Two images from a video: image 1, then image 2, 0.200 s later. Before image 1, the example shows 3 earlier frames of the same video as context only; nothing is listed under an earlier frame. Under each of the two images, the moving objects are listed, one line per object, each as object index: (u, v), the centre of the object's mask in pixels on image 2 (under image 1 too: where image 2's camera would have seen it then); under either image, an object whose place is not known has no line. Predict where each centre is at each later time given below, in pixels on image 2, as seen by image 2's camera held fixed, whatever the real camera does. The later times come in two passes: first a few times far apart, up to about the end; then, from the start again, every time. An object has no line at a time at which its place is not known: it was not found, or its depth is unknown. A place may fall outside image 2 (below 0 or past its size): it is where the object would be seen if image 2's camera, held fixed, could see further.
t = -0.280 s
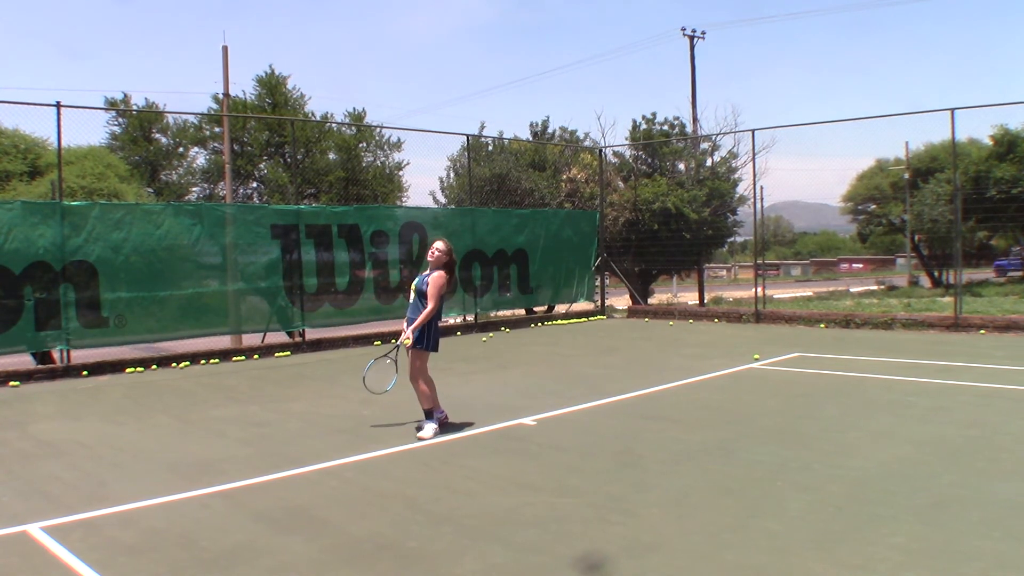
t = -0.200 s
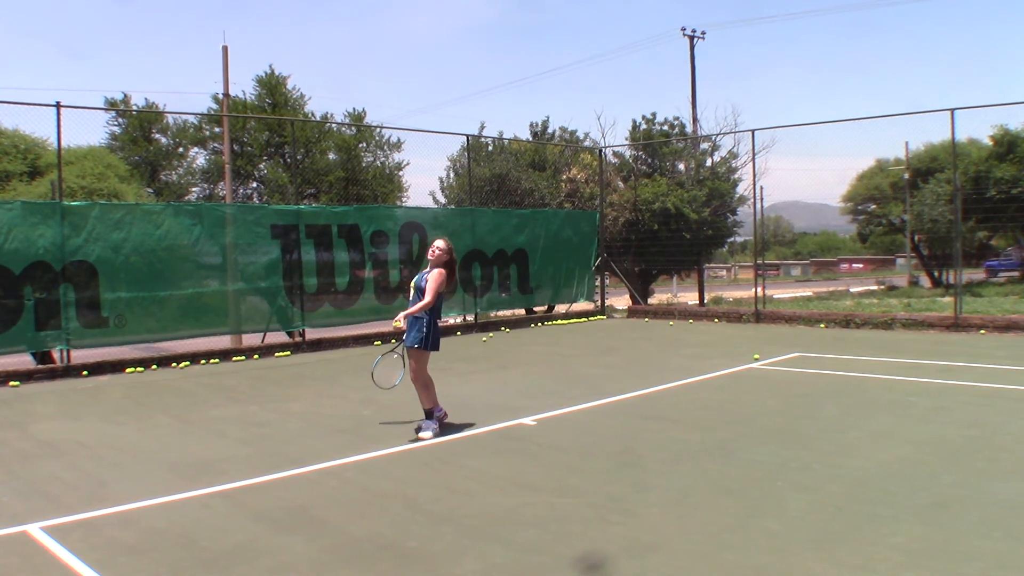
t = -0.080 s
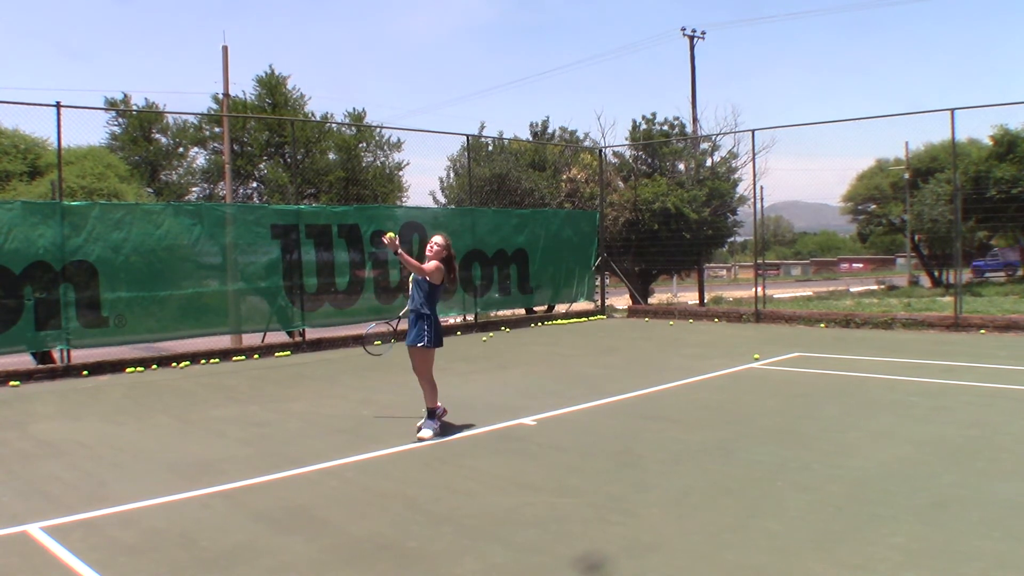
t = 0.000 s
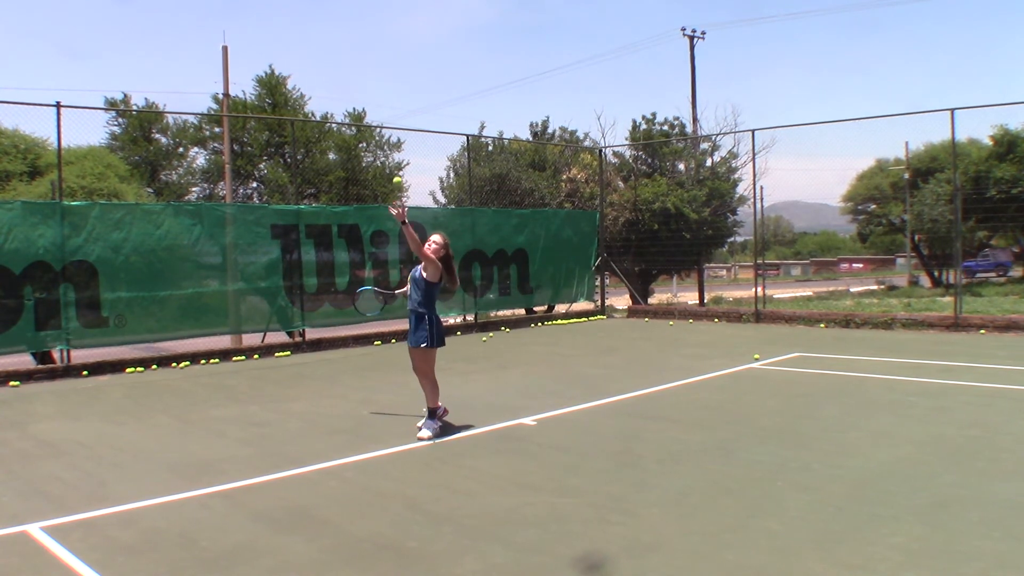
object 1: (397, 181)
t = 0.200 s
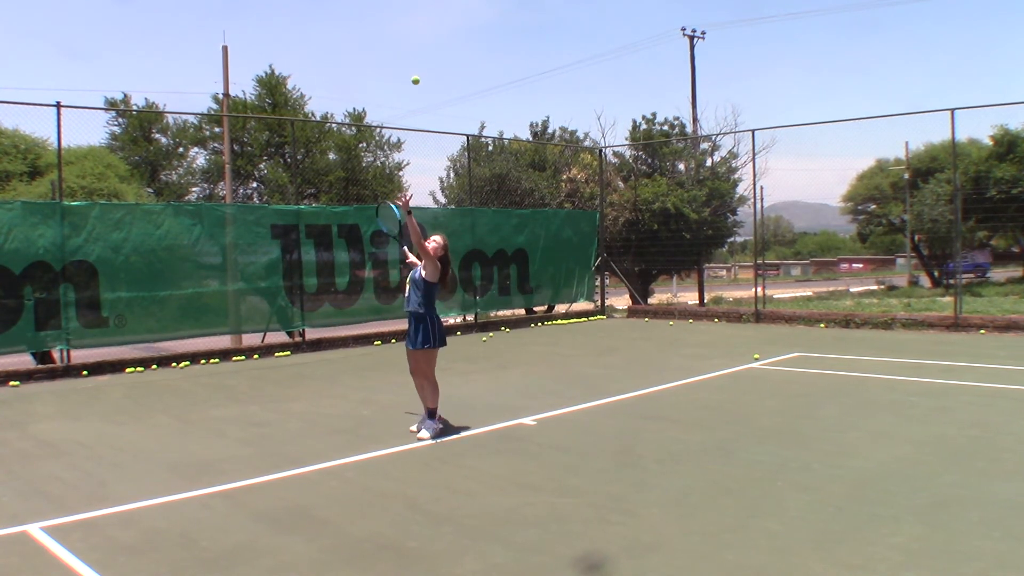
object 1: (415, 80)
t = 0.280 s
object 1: (422, 55)
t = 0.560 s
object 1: (448, 29)
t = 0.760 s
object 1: (467, 71)
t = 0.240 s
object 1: (419, 66)
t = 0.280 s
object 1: (422, 55)
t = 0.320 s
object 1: (426, 45)
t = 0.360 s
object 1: (430, 37)
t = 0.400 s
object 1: (433, 31)
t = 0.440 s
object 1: (437, 28)
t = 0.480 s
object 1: (441, 26)
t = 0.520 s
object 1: (445, 27)
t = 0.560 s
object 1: (448, 29)
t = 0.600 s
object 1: (452, 33)
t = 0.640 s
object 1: (456, 40)
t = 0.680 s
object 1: (459, 48)
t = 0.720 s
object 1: (463, 58)
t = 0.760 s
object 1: (467, 71)
